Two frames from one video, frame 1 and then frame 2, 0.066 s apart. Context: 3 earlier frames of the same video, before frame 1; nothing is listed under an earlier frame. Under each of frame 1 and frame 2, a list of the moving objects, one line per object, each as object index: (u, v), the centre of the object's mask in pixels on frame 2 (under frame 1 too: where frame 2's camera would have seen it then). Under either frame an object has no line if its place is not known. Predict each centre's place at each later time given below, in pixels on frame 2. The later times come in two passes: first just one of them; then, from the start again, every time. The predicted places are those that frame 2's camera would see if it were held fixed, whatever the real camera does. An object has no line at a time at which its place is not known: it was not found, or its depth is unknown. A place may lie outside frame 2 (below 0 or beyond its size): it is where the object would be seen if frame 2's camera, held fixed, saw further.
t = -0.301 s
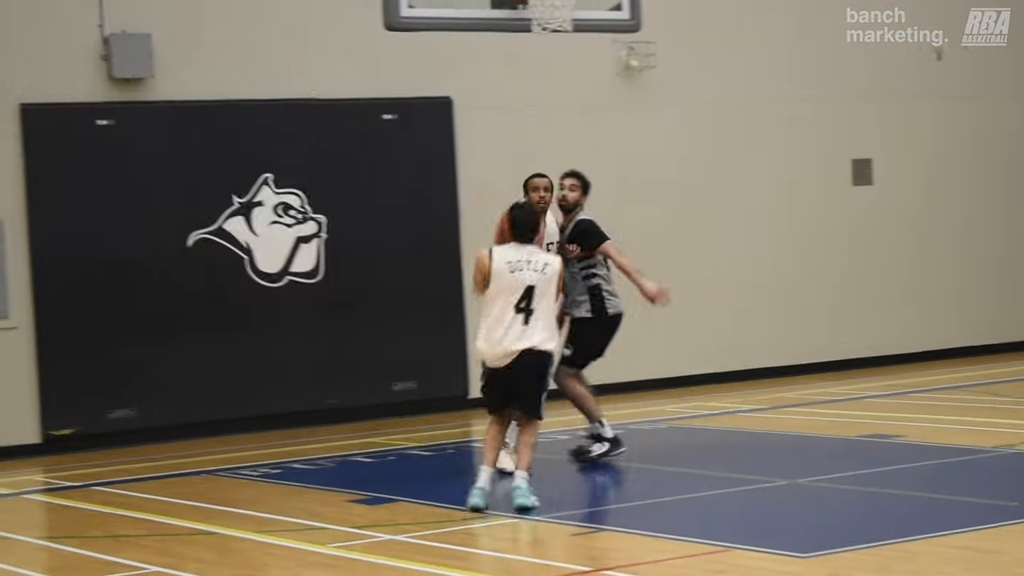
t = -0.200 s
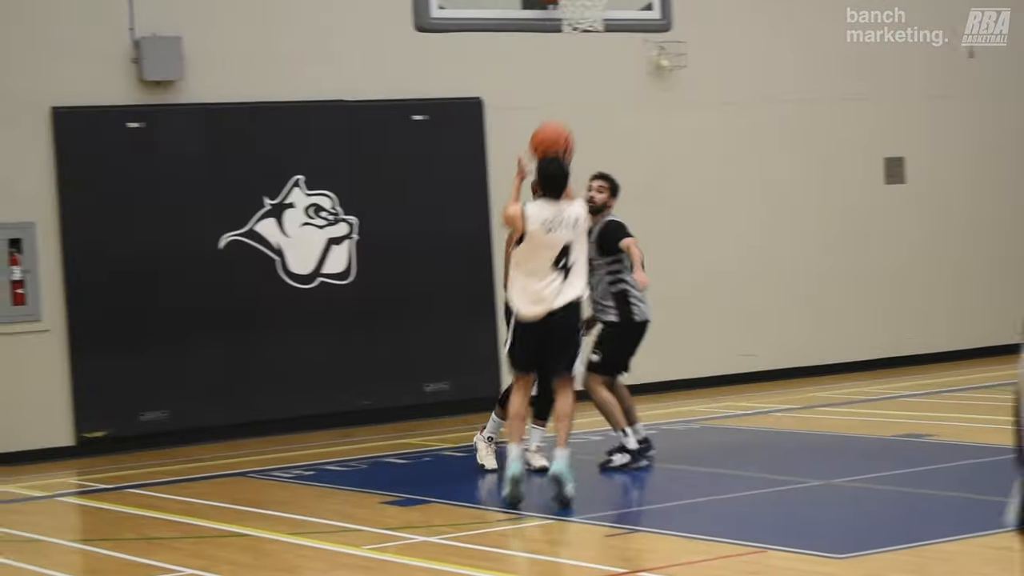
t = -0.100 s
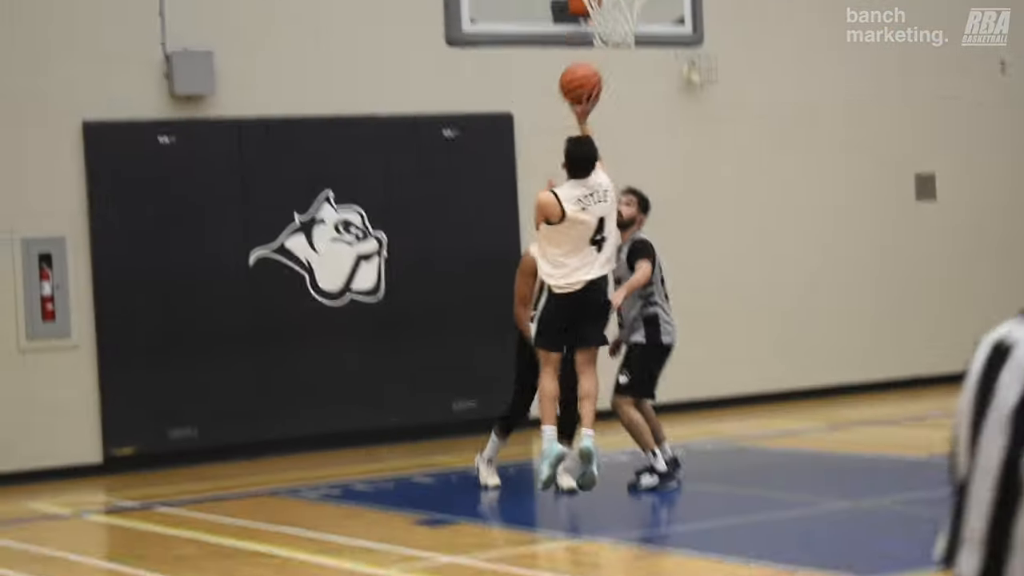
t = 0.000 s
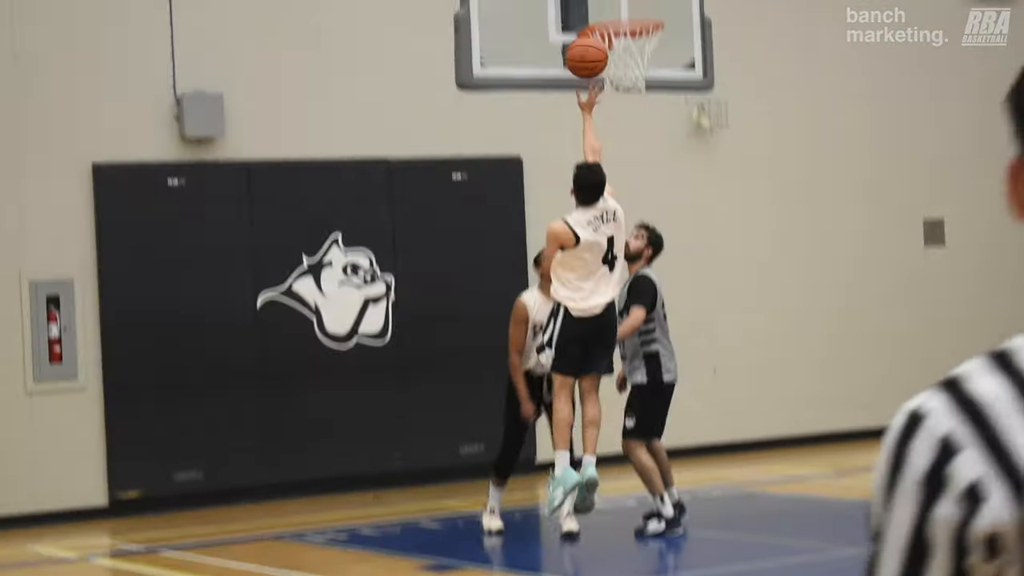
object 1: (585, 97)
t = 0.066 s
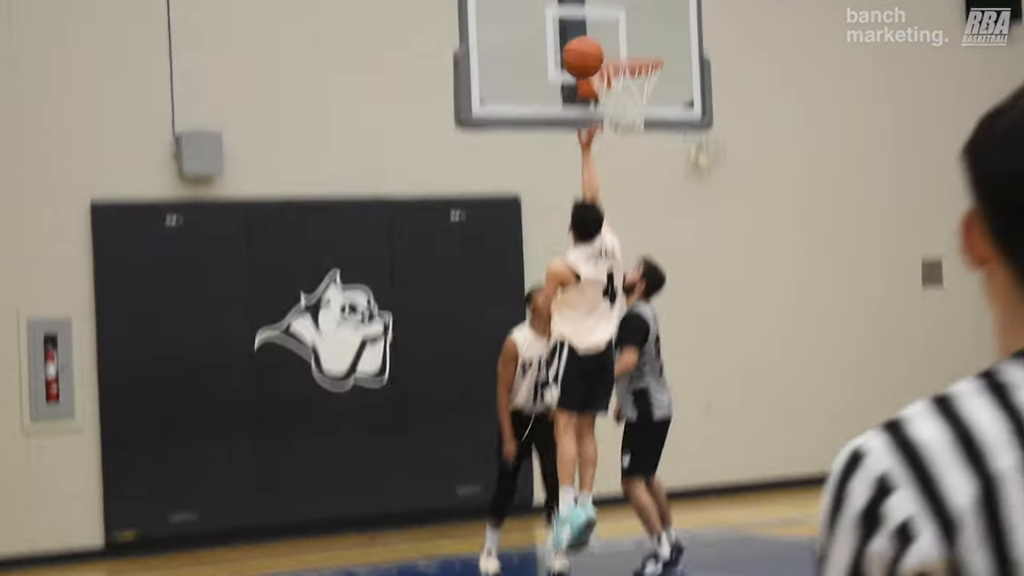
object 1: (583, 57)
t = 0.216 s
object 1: (578, 1)
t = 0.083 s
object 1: (582, 48)
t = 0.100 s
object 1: (581, 41)
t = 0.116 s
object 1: (582, 34)
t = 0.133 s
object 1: (581, 27)
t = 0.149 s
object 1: (581, 20)
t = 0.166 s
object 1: (580, 15)
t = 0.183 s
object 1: (579, 9)
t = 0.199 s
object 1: (578, 4)
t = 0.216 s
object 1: (578, 1)
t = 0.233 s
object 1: (577, -2)
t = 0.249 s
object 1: (576, -6)
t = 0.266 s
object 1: (575, -9)
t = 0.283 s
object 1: (575, -11)
